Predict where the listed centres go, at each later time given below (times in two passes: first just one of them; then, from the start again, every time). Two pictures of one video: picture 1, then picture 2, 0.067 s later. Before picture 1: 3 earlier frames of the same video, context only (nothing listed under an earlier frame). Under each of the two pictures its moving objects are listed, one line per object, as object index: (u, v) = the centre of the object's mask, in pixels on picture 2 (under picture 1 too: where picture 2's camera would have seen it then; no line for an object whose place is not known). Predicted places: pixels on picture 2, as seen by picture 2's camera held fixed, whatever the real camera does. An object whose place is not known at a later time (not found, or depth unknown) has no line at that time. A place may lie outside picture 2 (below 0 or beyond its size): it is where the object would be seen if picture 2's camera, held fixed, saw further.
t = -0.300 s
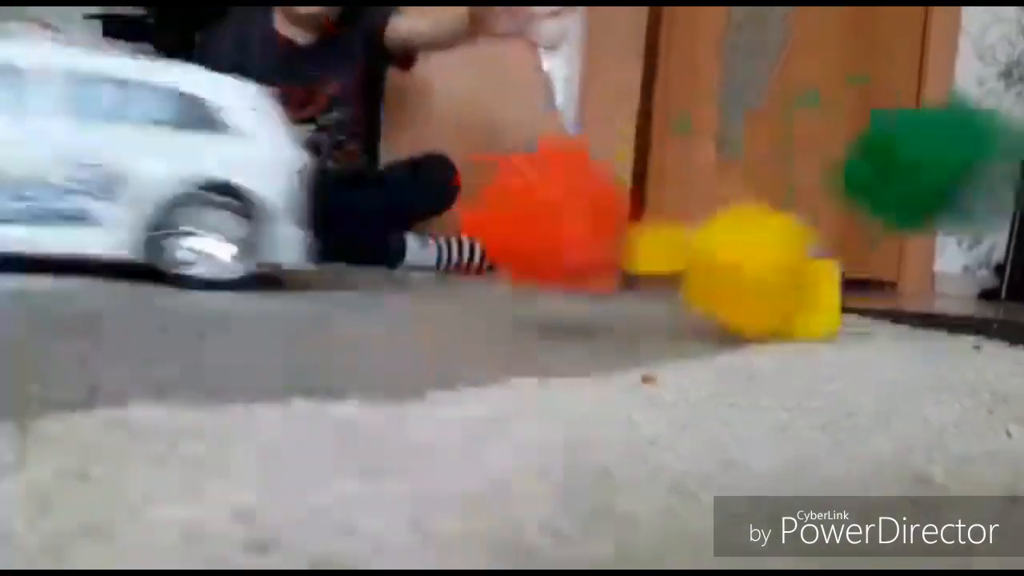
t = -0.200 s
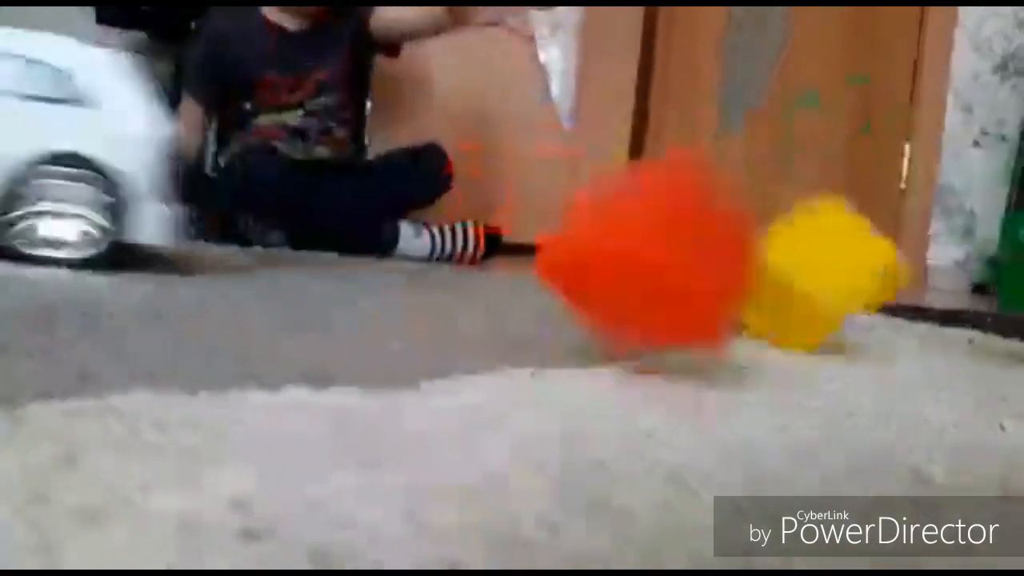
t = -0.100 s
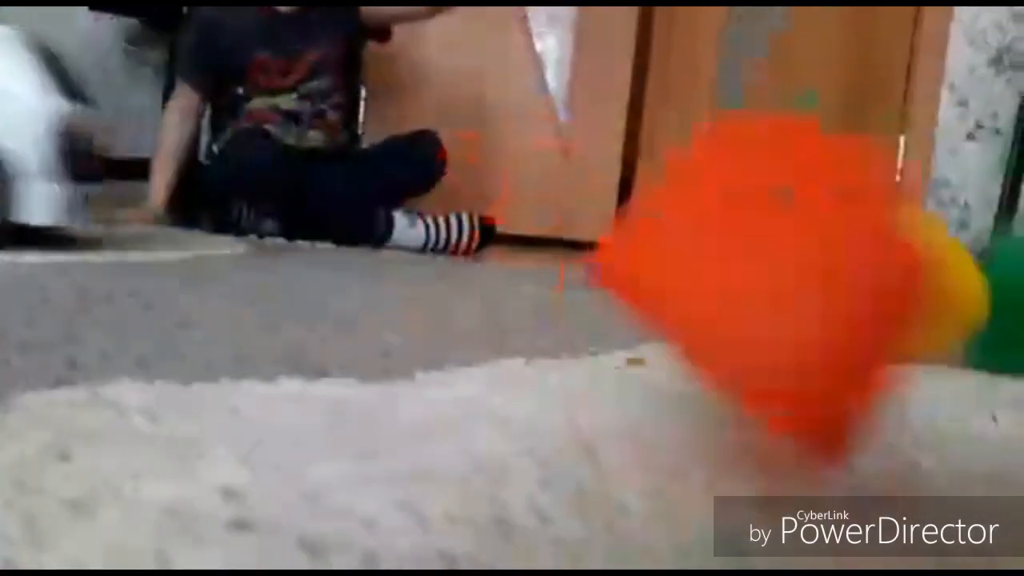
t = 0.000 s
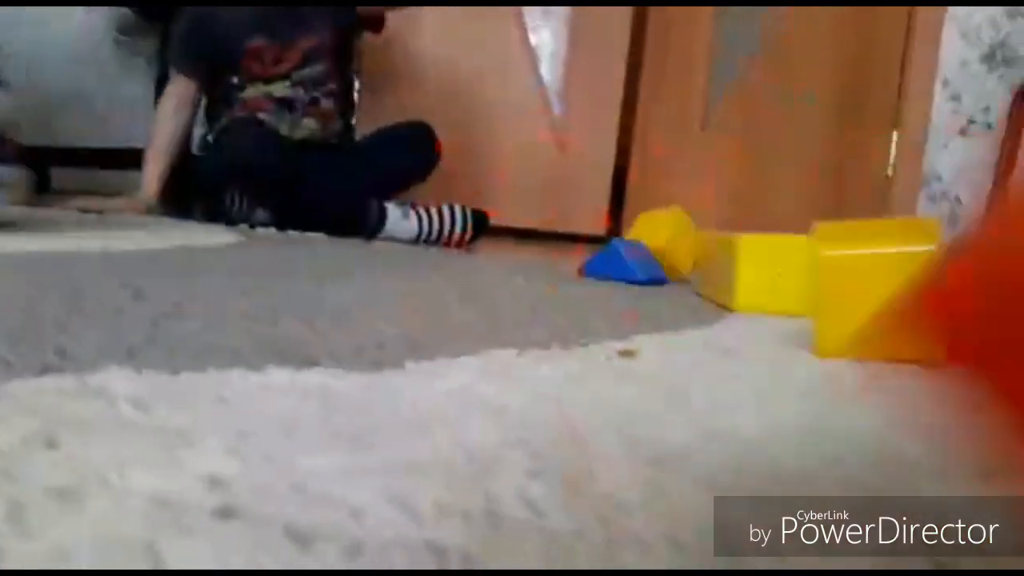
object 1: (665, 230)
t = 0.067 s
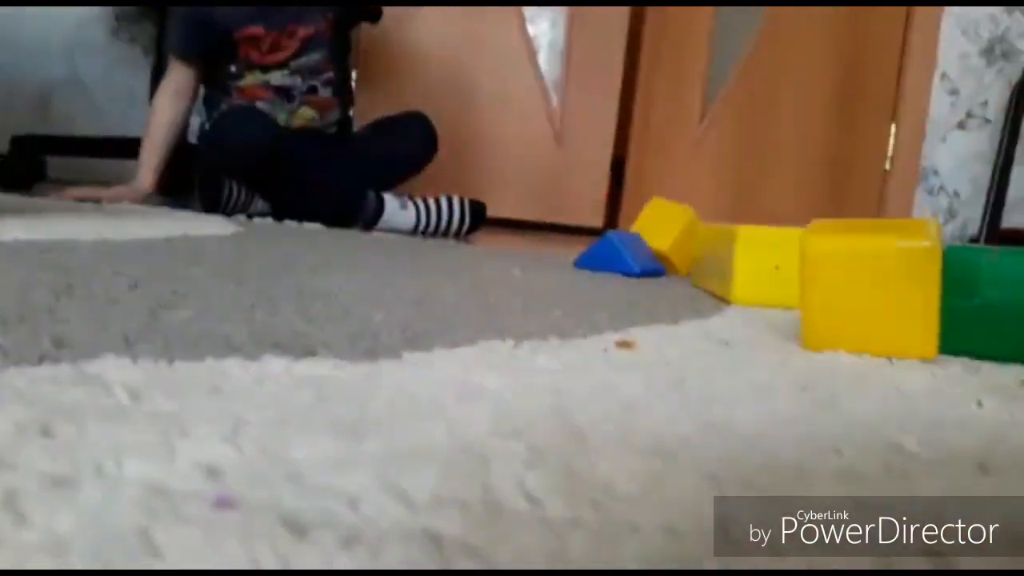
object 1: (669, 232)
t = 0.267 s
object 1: (662, 232)
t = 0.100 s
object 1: (669, 232)
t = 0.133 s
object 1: (668, 232)
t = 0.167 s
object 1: (668, 233)
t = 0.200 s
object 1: (667, 233)
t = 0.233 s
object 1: (663, 231)
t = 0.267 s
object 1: (662, 232)
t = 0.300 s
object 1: (661, 233)
